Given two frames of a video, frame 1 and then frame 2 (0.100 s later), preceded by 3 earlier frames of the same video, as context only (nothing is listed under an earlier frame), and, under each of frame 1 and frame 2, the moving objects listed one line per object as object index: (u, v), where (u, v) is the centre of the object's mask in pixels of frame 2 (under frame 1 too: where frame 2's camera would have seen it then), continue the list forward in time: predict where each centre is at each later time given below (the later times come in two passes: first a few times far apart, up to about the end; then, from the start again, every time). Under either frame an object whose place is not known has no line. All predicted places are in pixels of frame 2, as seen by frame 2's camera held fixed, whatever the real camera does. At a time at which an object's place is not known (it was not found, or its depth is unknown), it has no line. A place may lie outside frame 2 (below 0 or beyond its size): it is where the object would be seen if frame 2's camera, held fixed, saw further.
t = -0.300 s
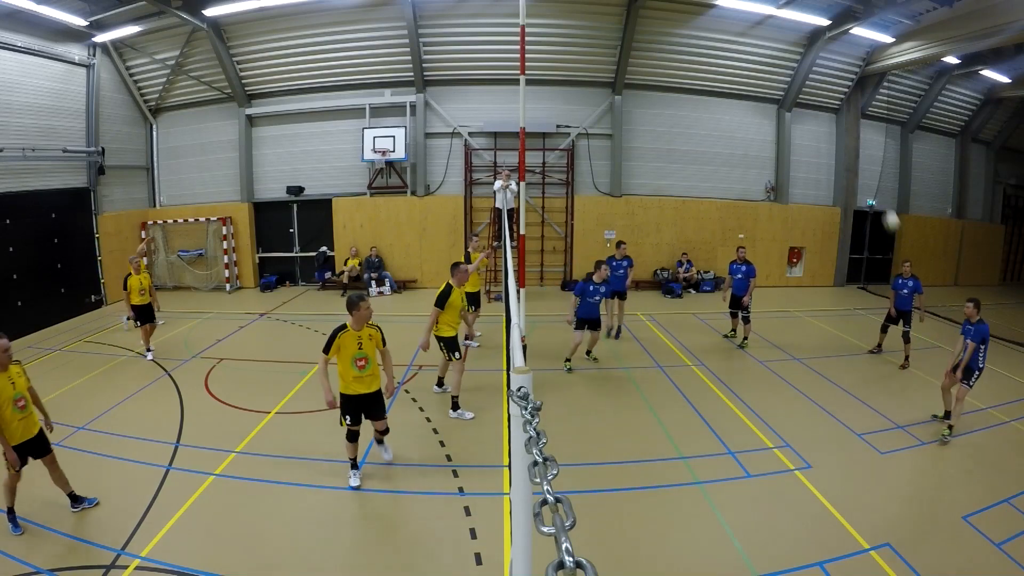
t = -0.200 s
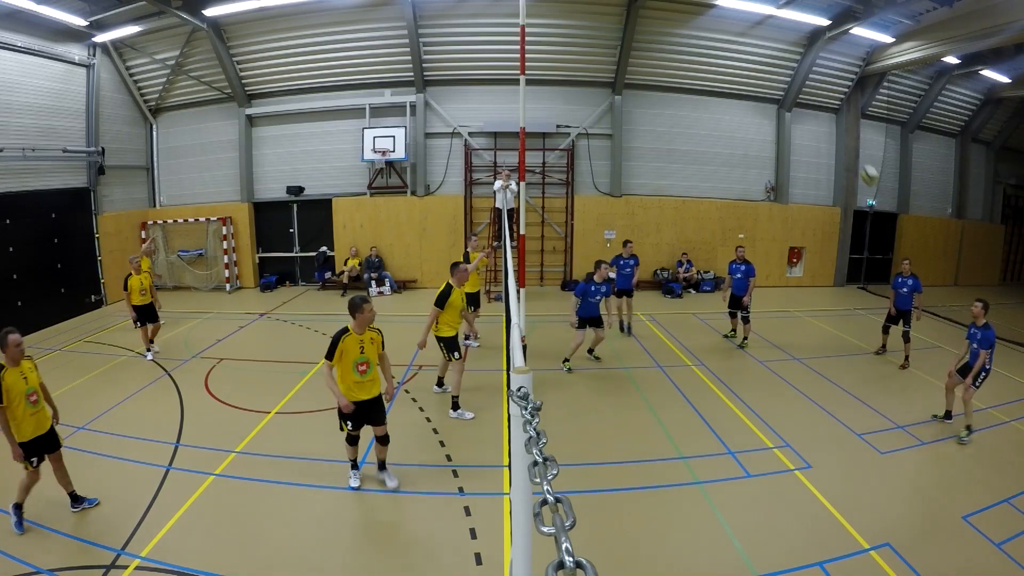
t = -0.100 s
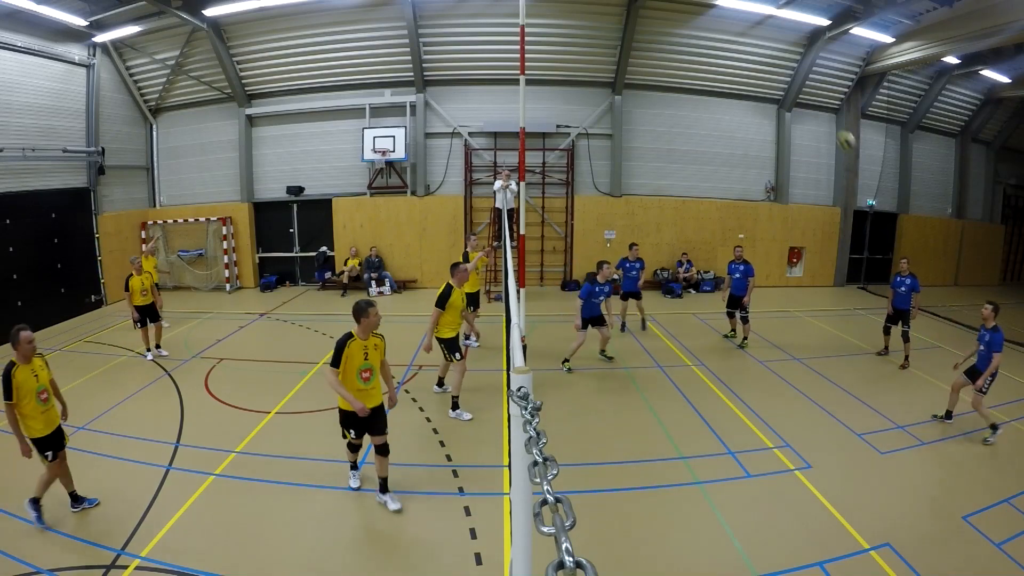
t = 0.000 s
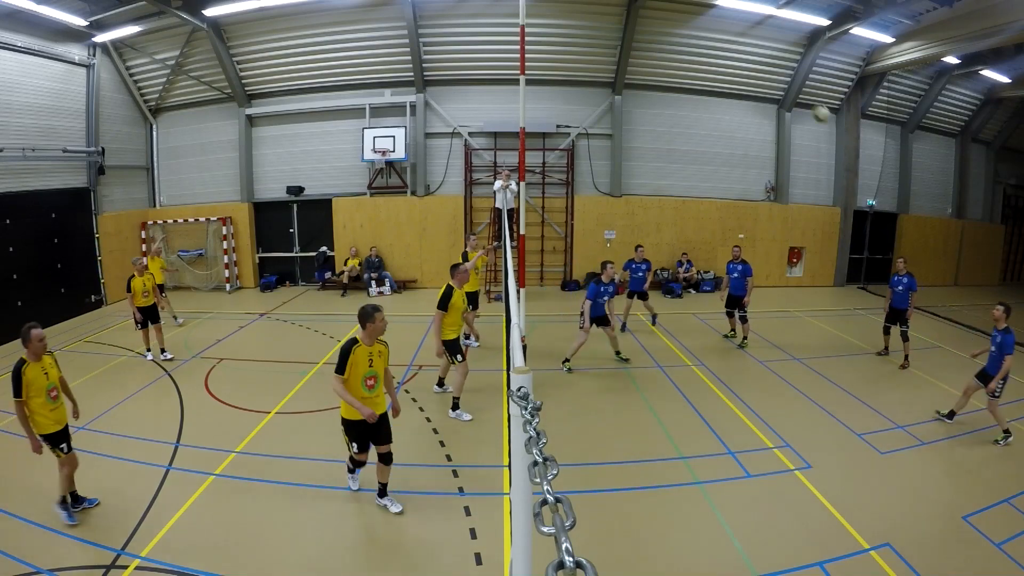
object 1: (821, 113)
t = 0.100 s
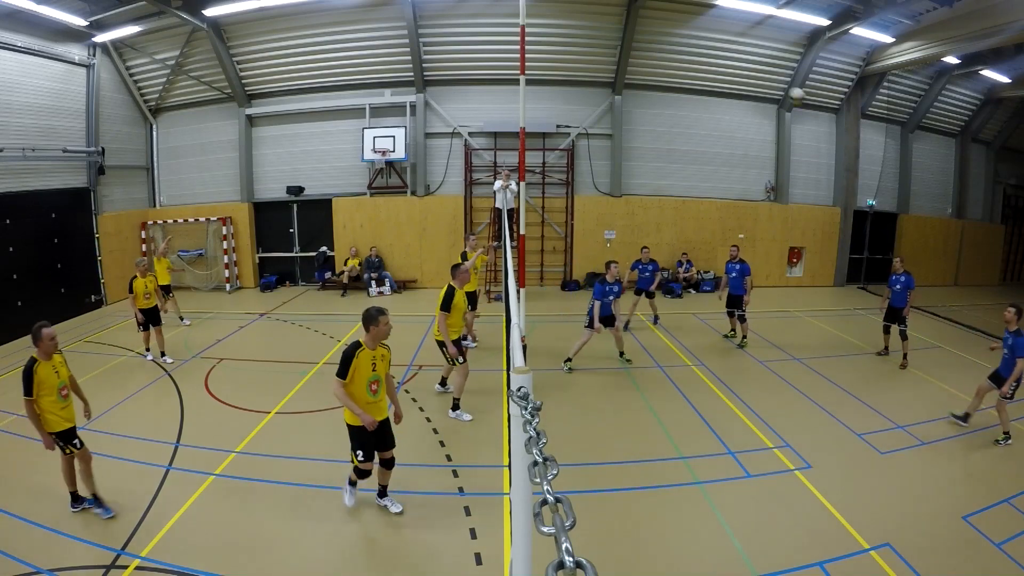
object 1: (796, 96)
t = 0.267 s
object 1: (758, 86)
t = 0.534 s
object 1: (698, 111)
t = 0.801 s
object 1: (642, 184)
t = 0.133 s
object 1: (790, 92)
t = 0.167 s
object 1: (781, 89)
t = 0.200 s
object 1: (773, 86)
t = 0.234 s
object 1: (766, 86)
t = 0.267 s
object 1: (758, 86)
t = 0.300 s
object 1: (751, 87)
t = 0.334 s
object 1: (743, 87)
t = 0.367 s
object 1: (735, 89)
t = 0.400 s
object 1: (727, 92)
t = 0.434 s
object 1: (719, 96)
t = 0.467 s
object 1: (713, 100)
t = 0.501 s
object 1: (705, 106)
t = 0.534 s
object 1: (698, 111)
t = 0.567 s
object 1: (691, 119)
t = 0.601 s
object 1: (684, 126)
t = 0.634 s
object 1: (677, 134)
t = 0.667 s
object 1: (670, 143)
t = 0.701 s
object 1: (664, 153)
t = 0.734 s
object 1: (656, 163)
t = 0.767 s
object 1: (650, 173)
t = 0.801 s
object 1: (642, 184)
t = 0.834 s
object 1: (634, 195)
